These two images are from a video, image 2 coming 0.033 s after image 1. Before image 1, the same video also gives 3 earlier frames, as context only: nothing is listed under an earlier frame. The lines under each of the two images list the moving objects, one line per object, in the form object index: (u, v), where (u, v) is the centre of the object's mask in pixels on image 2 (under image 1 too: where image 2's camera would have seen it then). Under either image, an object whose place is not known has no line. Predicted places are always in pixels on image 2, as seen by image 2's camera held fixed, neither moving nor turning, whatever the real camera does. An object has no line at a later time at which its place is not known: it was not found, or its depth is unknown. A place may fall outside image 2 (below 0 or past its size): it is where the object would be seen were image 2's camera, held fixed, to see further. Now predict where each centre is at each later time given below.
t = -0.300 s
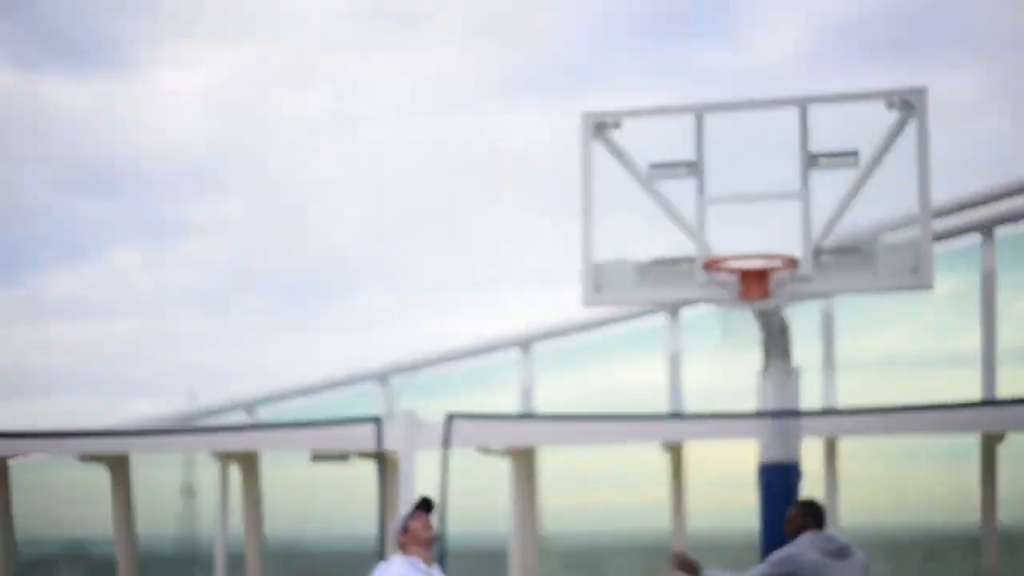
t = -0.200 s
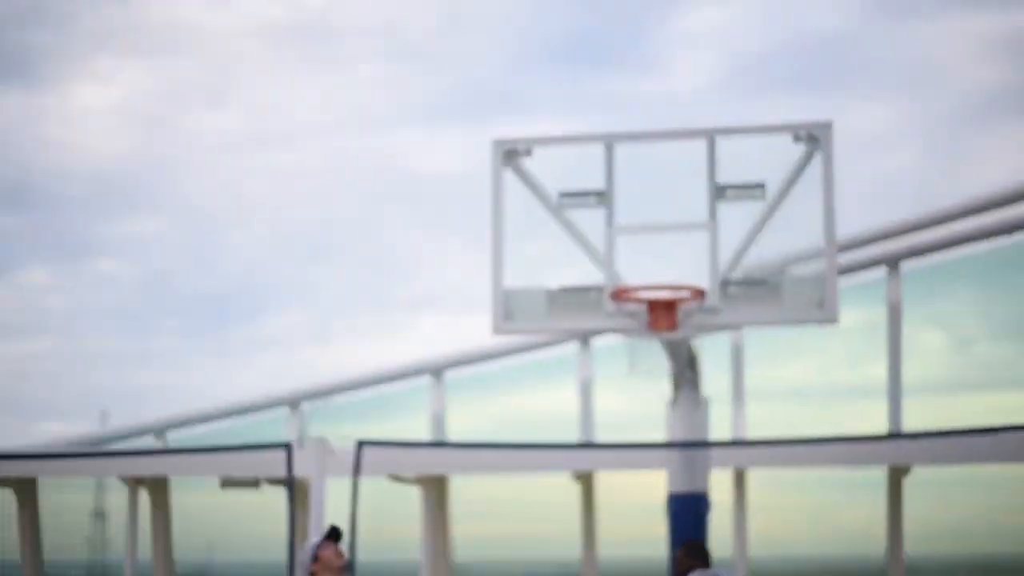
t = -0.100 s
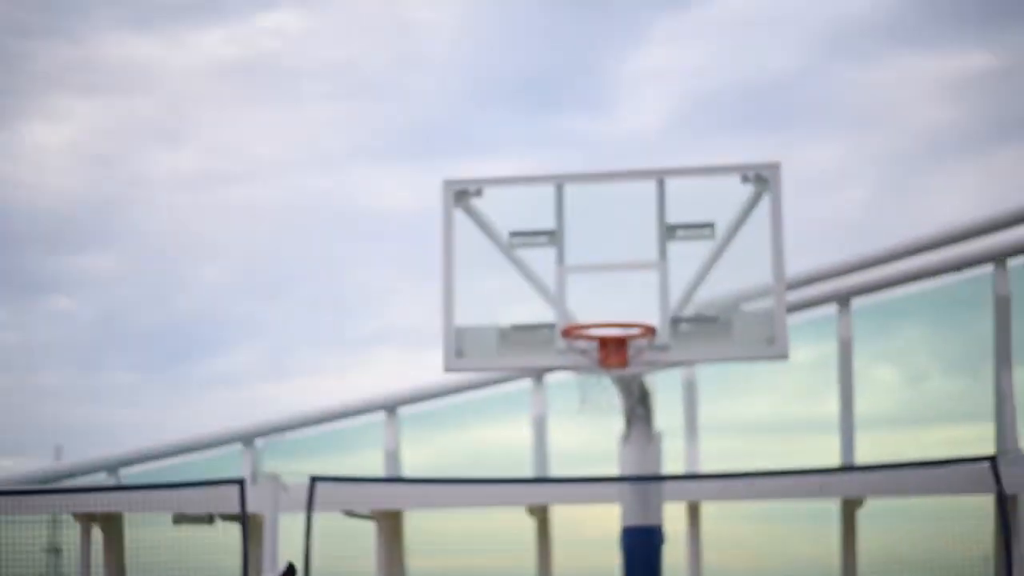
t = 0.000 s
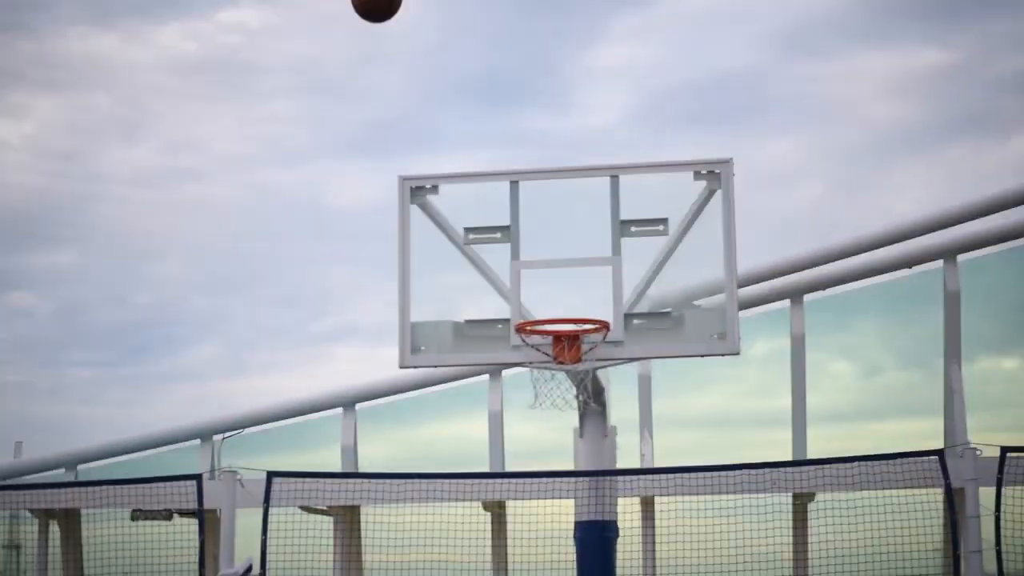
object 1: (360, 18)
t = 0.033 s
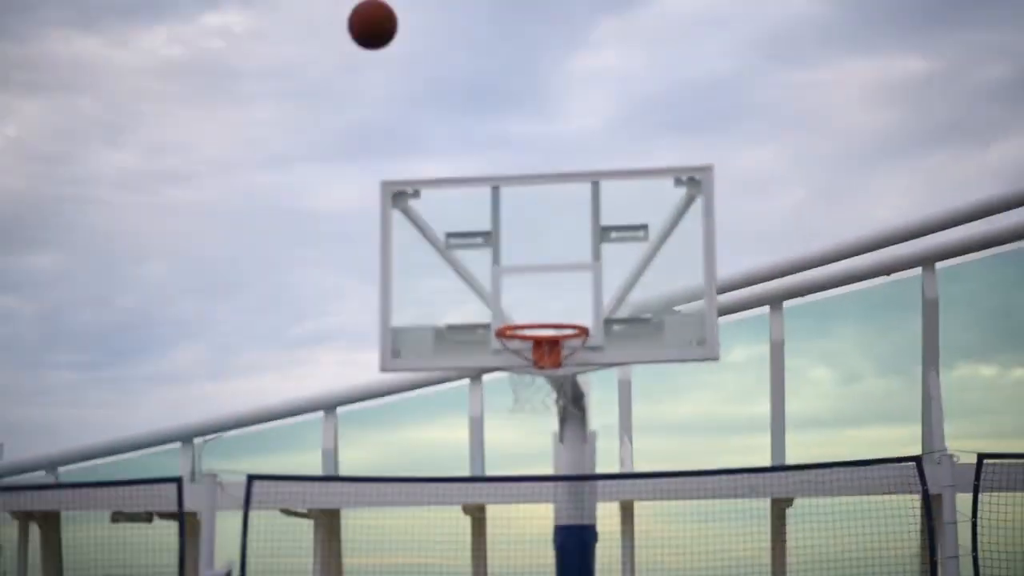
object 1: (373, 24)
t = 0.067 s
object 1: (386, 48)
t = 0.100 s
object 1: (399, 74)
